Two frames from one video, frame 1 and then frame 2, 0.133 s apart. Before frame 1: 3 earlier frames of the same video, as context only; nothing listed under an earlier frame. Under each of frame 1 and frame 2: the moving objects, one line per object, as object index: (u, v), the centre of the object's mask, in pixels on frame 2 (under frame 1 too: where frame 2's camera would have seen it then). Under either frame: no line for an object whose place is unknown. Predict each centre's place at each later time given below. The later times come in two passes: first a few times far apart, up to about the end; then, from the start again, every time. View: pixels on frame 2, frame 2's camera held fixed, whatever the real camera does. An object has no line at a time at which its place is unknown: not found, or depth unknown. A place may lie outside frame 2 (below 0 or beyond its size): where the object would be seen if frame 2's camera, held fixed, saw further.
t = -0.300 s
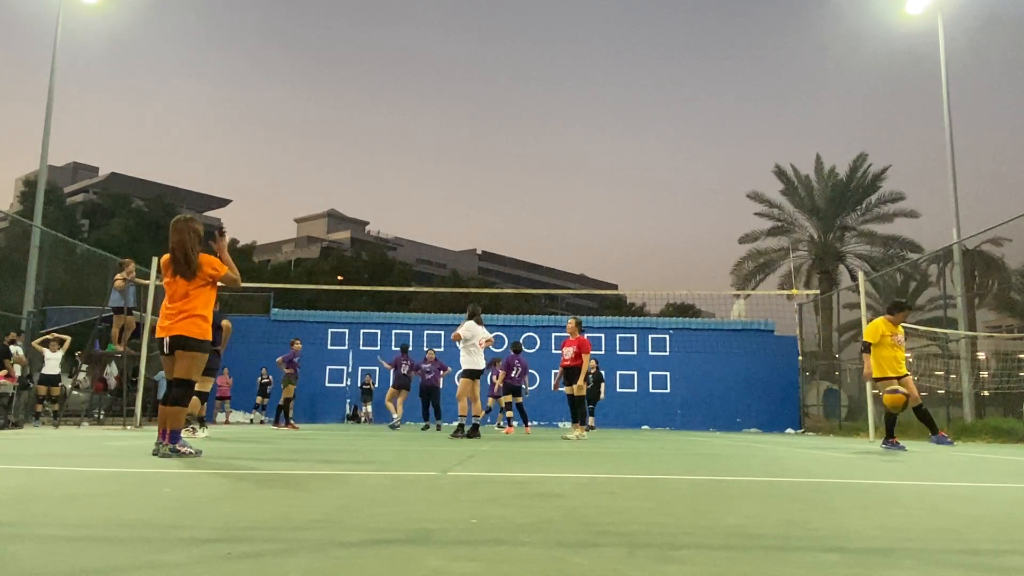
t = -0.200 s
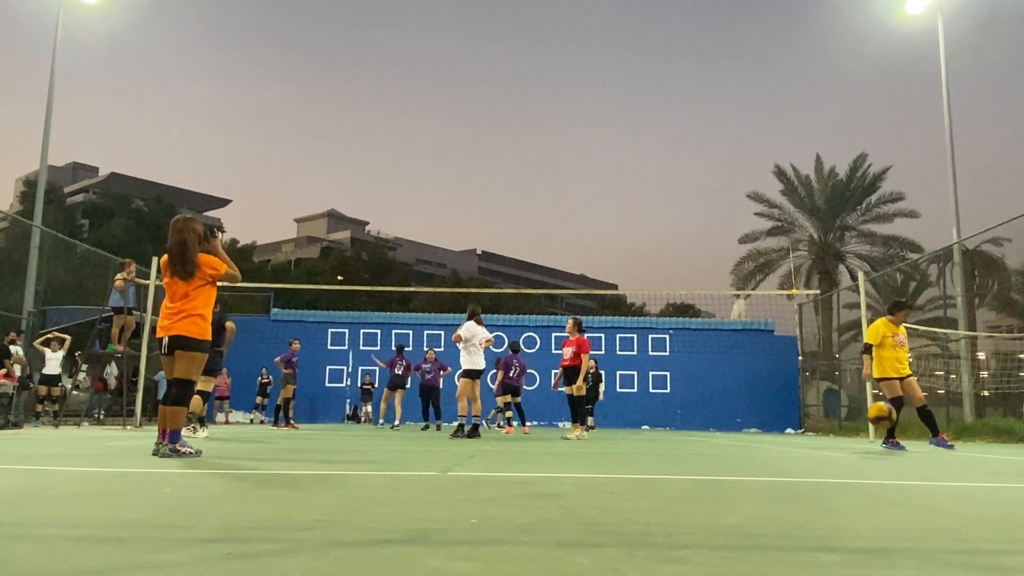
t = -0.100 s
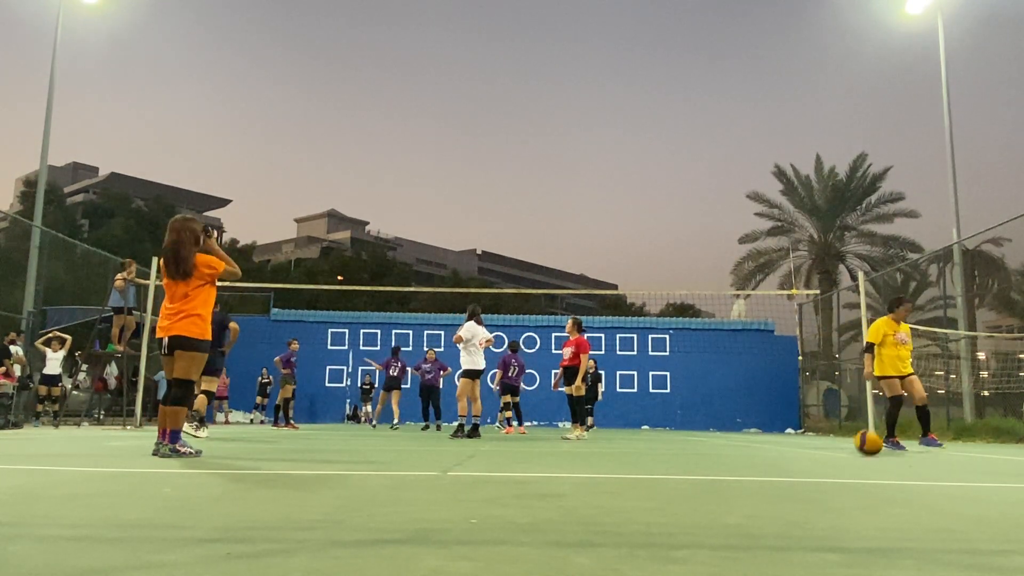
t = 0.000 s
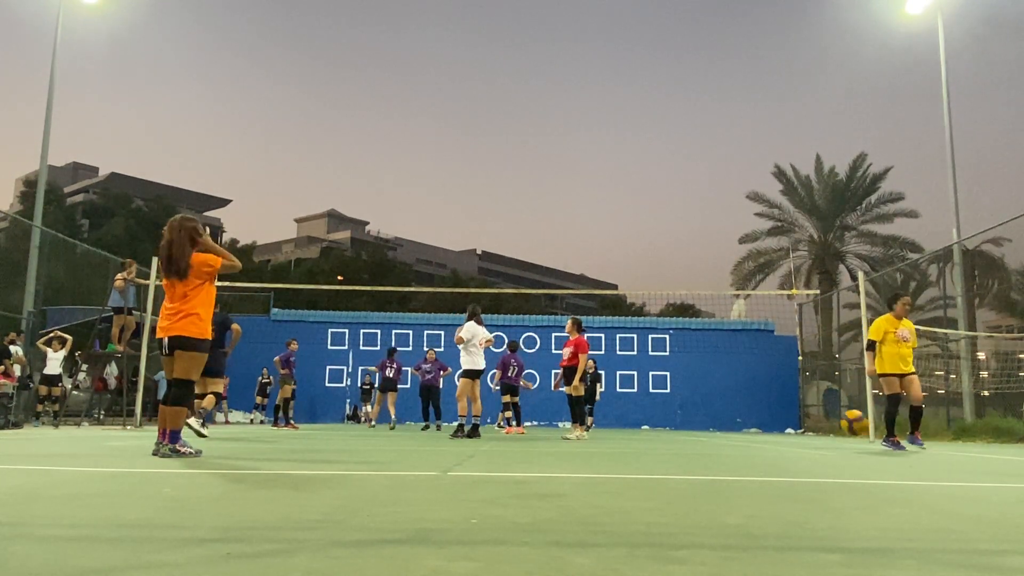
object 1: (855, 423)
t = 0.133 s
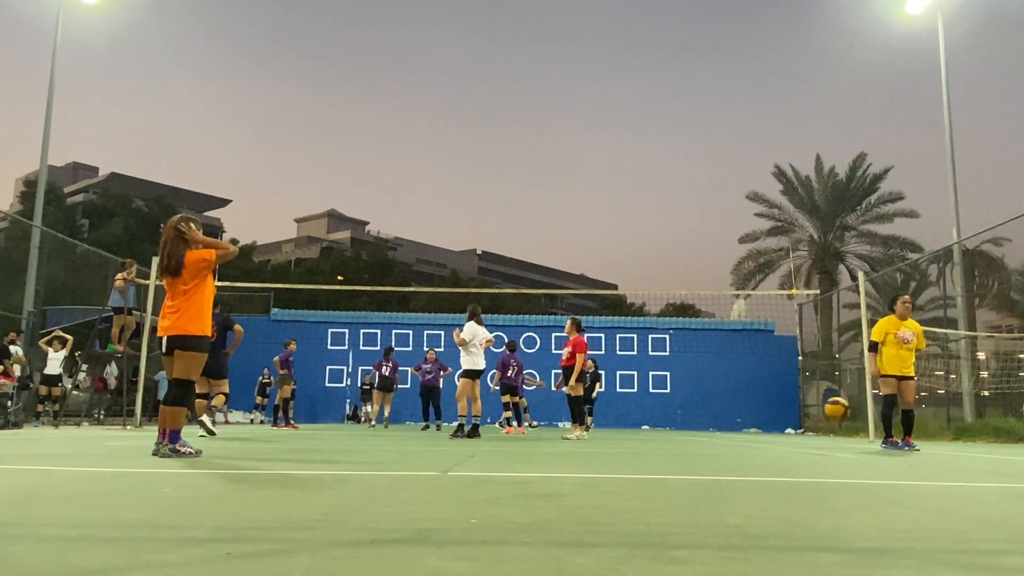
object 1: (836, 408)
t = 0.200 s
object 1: (828, 410)
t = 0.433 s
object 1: (802, 432)
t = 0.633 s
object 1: (781, 417)
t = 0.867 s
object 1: (759, 430)
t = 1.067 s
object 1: (741, 424)
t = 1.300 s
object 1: (723, 425)
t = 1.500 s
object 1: (708, 435)
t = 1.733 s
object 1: (691, 431)
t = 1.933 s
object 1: (678, 429)
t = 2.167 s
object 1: (663, 431)
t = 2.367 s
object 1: (652, 431)
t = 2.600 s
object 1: (638, 431)
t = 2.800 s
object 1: (627, 431)
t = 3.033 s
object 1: (615, 431)
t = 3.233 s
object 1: (604, 430)
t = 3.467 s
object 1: (592, 430)
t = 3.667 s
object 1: (581, 430)
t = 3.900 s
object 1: (570, 430)
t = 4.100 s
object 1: (561, 429)
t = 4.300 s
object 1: (551, 429)
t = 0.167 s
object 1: (832, 409)
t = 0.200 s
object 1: (828, 410)
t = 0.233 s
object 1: (824, 412)
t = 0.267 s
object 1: (820, 414)
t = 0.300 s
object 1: (816, 422)
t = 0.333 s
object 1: (813, 428)
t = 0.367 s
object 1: (809, 435)
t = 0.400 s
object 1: (806, 439)
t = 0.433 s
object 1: (802, 432)
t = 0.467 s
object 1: (798, 427)
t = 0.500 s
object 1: (795, 423)
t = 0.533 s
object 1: (792, 420)
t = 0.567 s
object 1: (788, 418)
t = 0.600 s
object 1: (784, 417)
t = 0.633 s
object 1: (781, 417)
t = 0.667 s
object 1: (778, 419)
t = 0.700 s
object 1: (775, 422)
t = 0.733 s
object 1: (771, 425)
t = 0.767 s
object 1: (768, 431)
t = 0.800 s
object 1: (765, 437)
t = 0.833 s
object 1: (762, 435)
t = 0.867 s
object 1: (759, 430)
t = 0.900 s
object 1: (756, 426)
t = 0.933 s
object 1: (753, 424)
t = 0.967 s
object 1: (750, 422)
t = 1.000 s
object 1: (747, 422)
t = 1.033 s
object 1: (744, 423)
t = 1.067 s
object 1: (741, 424)
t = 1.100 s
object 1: (739, 427)
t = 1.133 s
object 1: (735, 431)
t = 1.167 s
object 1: (733, 436)
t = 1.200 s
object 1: (730, 434)
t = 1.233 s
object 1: (727, 430)
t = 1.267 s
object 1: (725, 427)
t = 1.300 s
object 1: (723, 425)
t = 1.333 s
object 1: (720, 425)
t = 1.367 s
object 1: (717, 425)
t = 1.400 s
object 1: (715, 426)
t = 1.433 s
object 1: (713, 429)
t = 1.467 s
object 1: (710, 432)
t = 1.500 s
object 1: (708, 435)
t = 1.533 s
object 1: (705, 432)
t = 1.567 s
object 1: (703, 429)
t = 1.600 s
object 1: (700, 427)
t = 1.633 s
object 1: (698, 427)
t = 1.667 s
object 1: (696, 428)
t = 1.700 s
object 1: (693, 429)
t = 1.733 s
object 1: (691, 431)
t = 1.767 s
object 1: (689, 435)
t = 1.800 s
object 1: (686, 432)
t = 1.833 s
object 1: (684, 430)
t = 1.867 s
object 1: (682, 429)
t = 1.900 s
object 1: (680, 428)
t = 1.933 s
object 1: (678, 429)
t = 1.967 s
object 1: (676, 431)
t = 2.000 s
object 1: (674, 434)
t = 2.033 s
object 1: (672, 432)
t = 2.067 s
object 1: (670, 430)
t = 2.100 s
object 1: (667, 429)
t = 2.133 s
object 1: (665, 429)
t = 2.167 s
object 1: (663, 431)
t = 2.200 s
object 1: (661, 432)
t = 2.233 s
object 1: (659, 432)
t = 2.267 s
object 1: (657, 430)
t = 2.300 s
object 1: (656, 430)
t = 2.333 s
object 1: (653, 430)
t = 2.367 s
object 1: (652, 431)
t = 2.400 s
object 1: (650, 432)
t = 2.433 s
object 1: (648, 431)
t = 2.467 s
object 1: (646, 430)
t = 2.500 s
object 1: (645, 430)
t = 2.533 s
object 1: (643, 431)
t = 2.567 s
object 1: (640, 432)
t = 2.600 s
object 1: (638, 431)
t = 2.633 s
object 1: (636, 430)
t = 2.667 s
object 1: (634, 431)
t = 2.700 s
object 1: (632, 432)
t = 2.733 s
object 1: (630, 431)
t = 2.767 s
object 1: (628, 430)
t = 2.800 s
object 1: (627, 431)
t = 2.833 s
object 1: (625, 431)
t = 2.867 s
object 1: (624, 431)
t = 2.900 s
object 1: (622, 431)
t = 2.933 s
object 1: (620, 431)
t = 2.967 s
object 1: (618, 431)
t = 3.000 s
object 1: (616, 430)
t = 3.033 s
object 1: (615, 431)
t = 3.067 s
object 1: (613, 431)
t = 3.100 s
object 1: (611, 430)
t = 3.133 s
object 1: (609, 431)
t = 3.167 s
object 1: (607, 430)
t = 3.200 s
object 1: (605, 431)
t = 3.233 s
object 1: (604, 430)
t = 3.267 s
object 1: (602, 430)
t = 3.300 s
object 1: (600, 430)
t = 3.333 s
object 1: (599, 430)
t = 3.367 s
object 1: (597, 430)
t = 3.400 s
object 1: (595, 431)
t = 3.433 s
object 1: (594, 430)
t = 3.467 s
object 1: (592, 430)
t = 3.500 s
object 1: (591, 430)
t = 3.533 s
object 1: (589, 430)
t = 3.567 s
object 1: (587, 430)
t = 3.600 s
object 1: (586, 430)
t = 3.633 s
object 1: (583, 430)
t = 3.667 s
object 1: (581, 430)
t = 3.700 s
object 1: (580, 430)
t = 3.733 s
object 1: (578, 430)
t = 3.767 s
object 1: (576, 430)
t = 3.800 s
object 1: (574, 430)
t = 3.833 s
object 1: (573, 430)
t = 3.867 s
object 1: (571, 429)
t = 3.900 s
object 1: (570, 430)
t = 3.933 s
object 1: (569, 429)
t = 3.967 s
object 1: (567, 429)
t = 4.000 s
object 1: (565, 429)
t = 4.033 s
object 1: (564, 429)
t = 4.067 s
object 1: (563, 429)
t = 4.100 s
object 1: (561, 429)
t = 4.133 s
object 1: (559, 429)
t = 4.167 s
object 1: (557, 429)
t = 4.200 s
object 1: (555, 429)
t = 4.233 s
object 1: (554, 429)
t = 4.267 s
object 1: (552, 429)
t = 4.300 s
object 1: (551, 429)
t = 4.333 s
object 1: (549, 429)
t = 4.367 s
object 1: (548, 429)
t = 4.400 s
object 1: (547, 429)
